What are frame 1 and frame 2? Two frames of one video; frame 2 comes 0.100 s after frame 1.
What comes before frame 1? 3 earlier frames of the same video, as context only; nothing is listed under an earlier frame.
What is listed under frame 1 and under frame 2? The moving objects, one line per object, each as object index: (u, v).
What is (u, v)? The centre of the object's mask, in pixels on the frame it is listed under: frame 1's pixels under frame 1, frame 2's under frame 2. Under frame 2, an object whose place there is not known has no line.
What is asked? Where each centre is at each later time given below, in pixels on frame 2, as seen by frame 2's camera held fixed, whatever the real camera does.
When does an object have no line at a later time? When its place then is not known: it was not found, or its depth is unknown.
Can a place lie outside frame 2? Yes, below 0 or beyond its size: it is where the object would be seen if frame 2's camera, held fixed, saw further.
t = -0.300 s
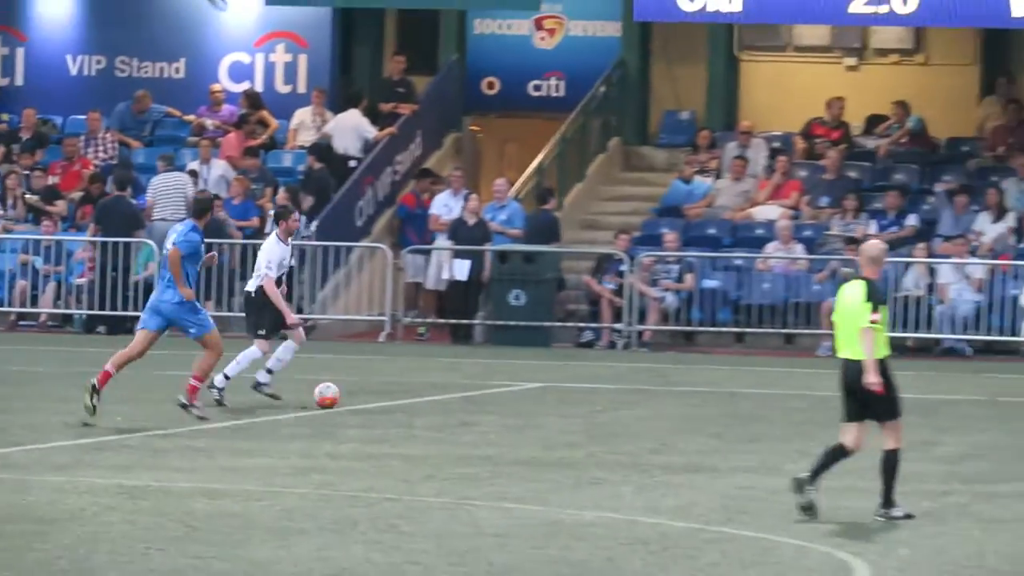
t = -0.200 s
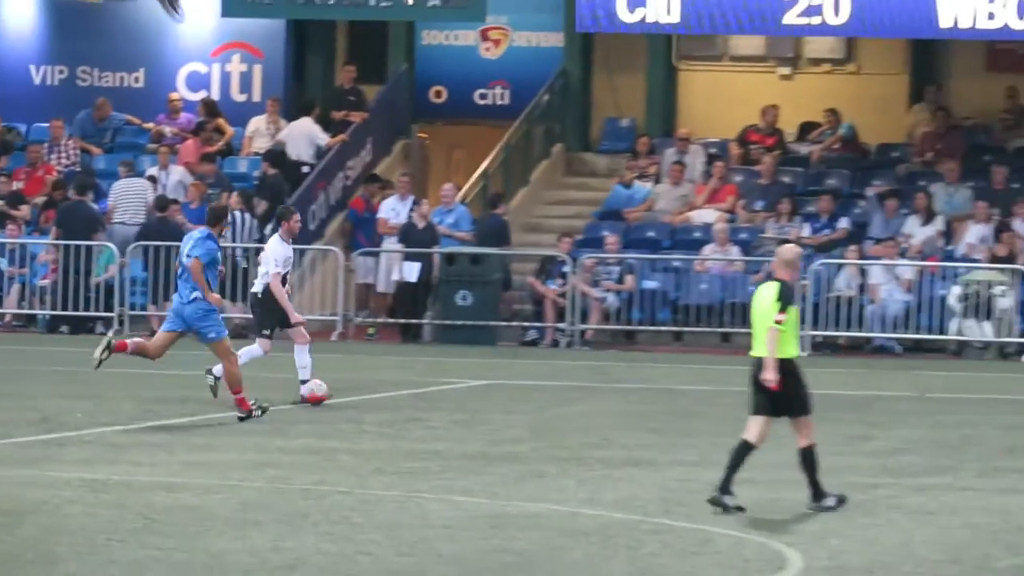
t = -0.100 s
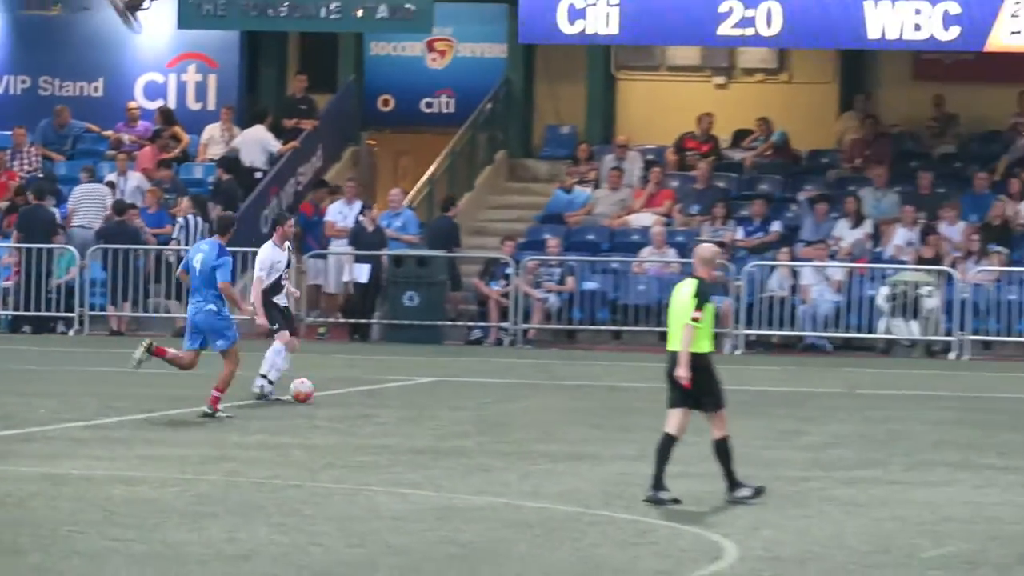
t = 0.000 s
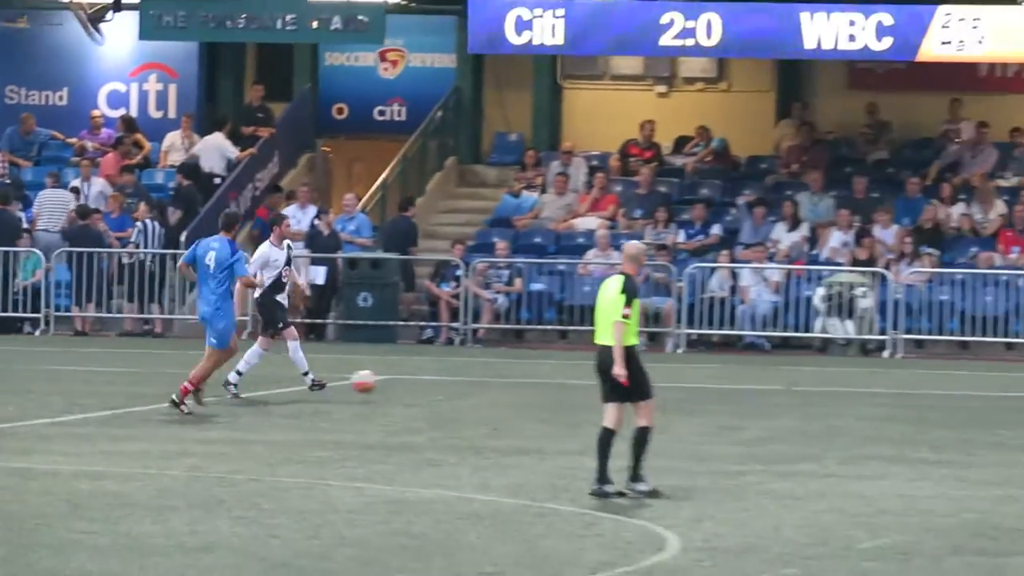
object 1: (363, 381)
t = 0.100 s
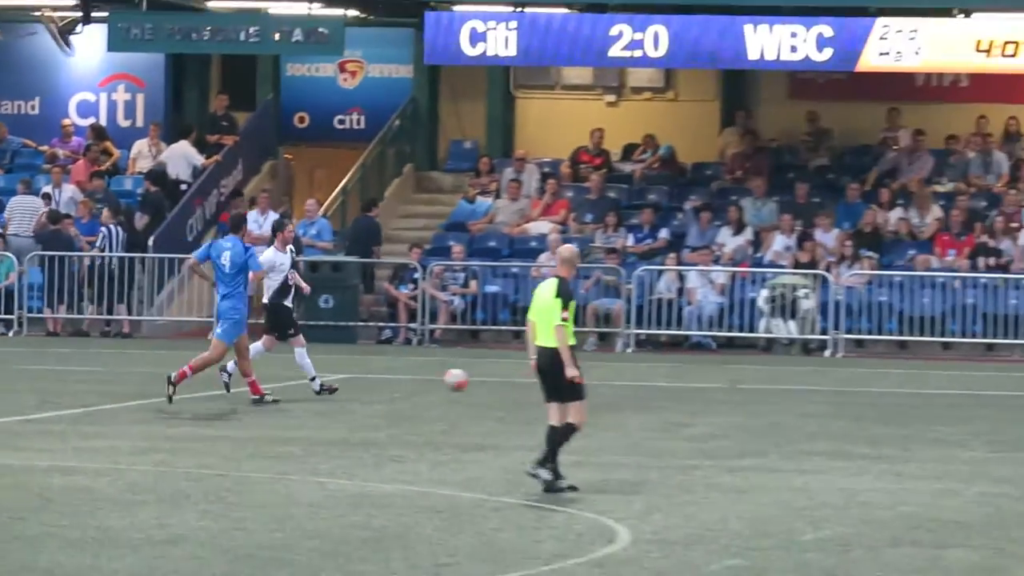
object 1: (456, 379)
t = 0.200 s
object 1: (583, 389)
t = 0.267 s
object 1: (659, 389)
